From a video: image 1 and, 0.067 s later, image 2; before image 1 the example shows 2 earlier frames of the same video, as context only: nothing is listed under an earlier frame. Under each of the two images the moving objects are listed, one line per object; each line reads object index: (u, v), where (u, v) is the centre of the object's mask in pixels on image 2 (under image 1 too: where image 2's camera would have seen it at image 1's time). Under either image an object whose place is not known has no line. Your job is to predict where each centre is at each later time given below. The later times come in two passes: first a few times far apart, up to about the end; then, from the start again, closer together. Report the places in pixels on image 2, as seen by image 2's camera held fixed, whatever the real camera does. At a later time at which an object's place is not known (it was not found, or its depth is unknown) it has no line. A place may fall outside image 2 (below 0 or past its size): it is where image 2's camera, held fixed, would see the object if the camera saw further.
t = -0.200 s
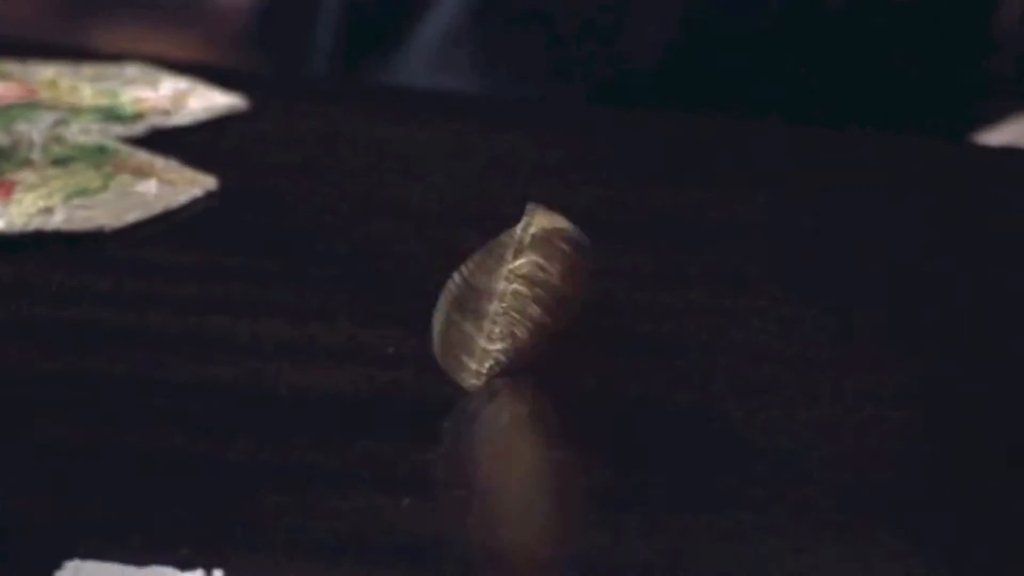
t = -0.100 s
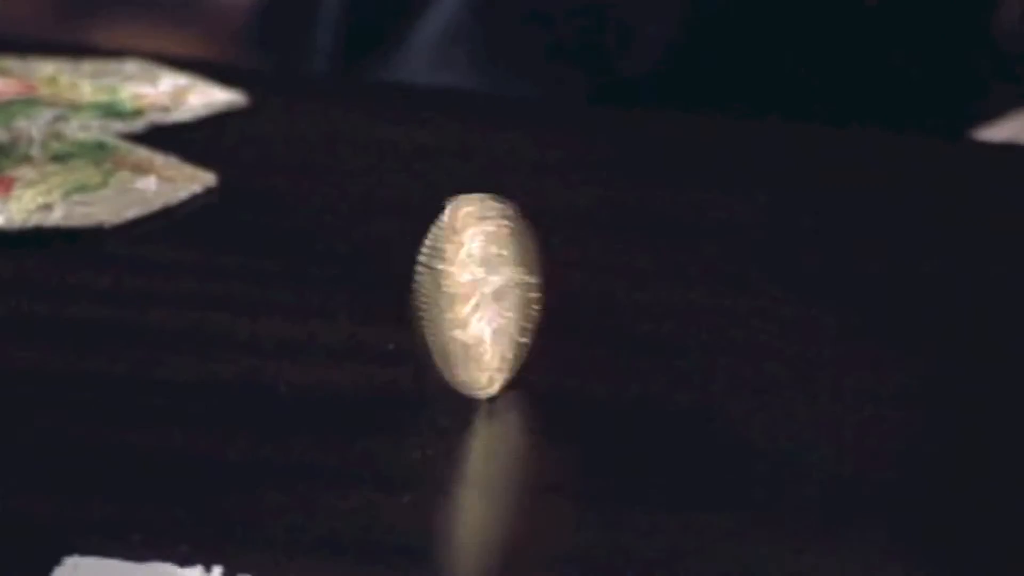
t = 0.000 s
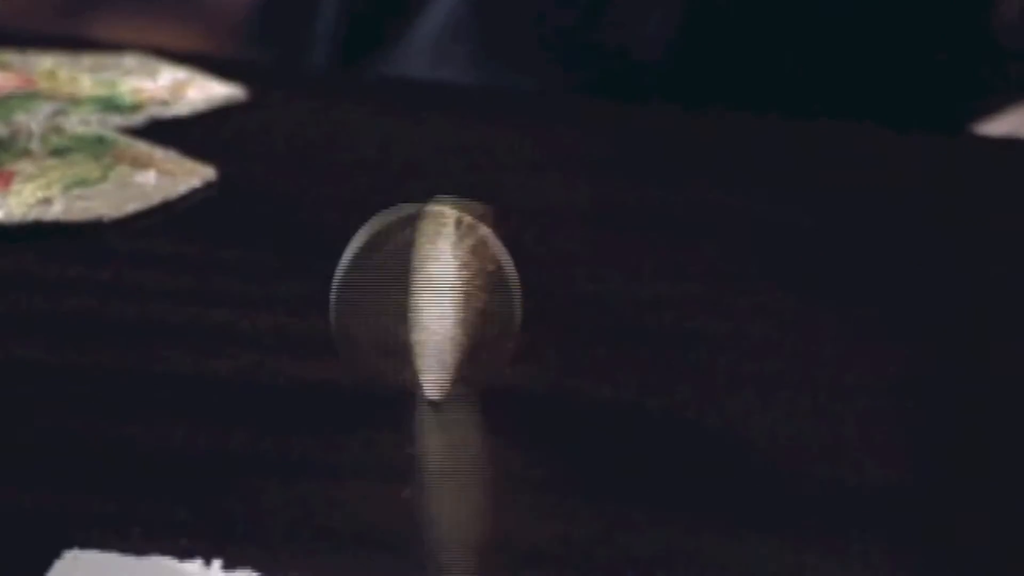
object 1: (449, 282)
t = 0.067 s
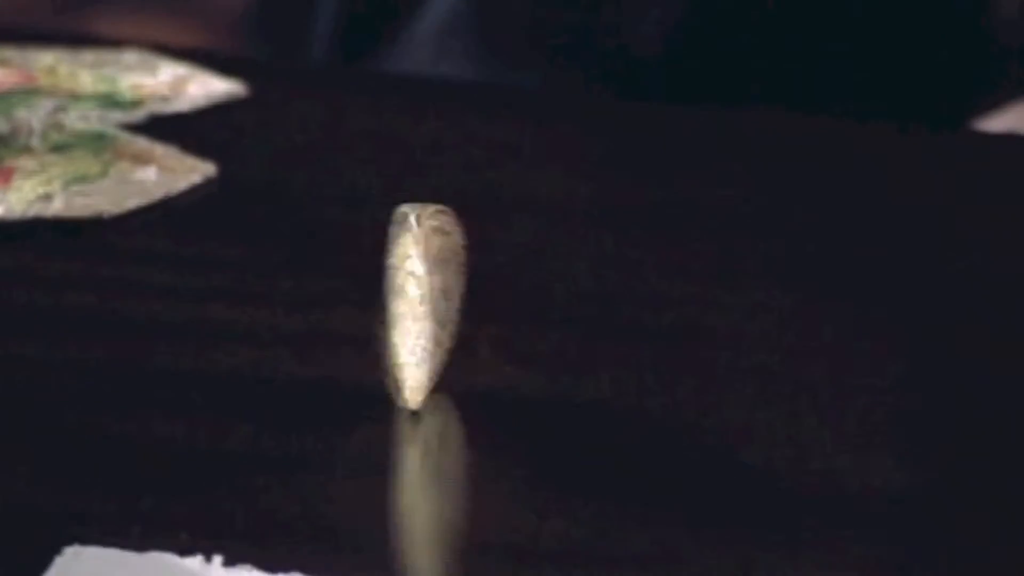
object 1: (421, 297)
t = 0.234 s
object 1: (350, 346)
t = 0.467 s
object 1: (363, 366)
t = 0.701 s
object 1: (402, 375)
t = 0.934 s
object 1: (375, 368)
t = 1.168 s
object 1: (346, 395)
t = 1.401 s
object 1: (379, 395)
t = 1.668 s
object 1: (346, 394)
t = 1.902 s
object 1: (365, 414)
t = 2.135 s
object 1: (356, 426)
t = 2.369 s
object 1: (361, 425)
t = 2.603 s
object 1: (361, 434)
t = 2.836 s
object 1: (361, 439)
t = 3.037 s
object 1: (359, 447)
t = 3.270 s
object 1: (359, 447)
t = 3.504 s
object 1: (359, 446)
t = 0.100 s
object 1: (402, 310)
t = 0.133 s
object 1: (391, 312)
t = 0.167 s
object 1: (395, 313)
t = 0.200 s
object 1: (354, 337)
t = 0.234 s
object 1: (350, 346)
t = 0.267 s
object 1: (349, 348)
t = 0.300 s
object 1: (351, 350)
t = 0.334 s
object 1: (332, 365)
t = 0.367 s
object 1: (347, 371)
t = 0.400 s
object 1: (348, 375)
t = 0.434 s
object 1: (356, 370)
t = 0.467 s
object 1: (363, 366)
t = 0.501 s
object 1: (362, 376)
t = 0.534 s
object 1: (384, 392)
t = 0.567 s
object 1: (386, 394)
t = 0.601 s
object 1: (398, 380)
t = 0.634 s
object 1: (398, 369)
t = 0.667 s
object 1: (401, 372)
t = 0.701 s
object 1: (402, 375)
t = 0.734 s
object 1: (410, 374)
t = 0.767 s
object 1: (395, 366)
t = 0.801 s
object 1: (391, 369)
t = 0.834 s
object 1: (392, 370)
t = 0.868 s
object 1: (387, 370)
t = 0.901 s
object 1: (374, 370)
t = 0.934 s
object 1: (375, 368)
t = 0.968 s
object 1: (370, 370)
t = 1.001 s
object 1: (364, 375)
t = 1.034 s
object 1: (353, 376)
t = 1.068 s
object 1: (352, 377)
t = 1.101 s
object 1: (347, 374)
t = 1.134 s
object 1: (336, 397)
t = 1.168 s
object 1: (346, 395)
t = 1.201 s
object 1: (345, 397)
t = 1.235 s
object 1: (360, 390)
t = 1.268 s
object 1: (360, 401)
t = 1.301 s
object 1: (365, 410)
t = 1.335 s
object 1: (367, 407)
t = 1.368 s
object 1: (375, 394)
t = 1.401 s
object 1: (379, 395)
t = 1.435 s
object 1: (381, 401)
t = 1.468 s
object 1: (380, 391)
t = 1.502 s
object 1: (372, 389)
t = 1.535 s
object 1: (371, 388)
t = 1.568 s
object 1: (363, 395)
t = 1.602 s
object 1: (355, 398)
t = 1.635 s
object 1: (350, 393)
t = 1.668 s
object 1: (346, 394)
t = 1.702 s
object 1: (344, 412)
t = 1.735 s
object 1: (344, 413)
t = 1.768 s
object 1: (347, 407)
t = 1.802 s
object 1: (355, 420)
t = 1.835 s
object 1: (357, 420)
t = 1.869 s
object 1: (363, 415)
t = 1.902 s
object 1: (365, 414)
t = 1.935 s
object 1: (368, 421)
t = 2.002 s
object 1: (364, 414)
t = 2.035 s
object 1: (360, 416)
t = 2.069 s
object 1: (360, 420)
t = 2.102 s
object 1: (358, 416)
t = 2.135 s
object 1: (356, 426)
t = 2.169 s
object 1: (354, 425)
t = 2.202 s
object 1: (357, 425)
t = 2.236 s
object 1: (360, 428)
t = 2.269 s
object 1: (363, 426)
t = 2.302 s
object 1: (363, 426)
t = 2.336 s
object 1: (363, 425)
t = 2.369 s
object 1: (361, 425)
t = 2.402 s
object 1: (361, 425)
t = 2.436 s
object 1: (358, 429)
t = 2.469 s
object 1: (356, 427)
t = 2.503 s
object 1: (357, 433)
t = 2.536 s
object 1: (359, 433)
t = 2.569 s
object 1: (360, 431)
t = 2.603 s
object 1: (361, 434)
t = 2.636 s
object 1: (361, 433)
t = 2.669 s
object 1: (360, 434)
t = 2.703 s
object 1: (358, 435)
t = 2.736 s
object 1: (359, 438)
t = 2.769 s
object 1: (360, 437)
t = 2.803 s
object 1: (361, 439)
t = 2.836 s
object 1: (361, 439)
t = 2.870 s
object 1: (360, 441)
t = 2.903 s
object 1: (360, 443)
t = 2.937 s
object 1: (360, 445)
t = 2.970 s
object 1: (360, 446)
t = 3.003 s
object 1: (359, 447)
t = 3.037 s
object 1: (359, 447)
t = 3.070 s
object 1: (359, 447)
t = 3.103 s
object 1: (359, 447)
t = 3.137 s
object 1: (359, 447)
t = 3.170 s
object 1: (359, 447)
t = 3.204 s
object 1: (359, 447)
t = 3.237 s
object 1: (359, 447)
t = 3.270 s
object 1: (359, 447)
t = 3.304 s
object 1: (359, 446)
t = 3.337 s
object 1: (359, 447)
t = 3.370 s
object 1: (359, 446)
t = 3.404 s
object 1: (359, 447)
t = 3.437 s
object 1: (359, 447)
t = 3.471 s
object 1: (359, 447)
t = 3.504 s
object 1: (359, 446)
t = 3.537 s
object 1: (359, 446)
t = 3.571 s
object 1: (359, 446)
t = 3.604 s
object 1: (359, 447)
